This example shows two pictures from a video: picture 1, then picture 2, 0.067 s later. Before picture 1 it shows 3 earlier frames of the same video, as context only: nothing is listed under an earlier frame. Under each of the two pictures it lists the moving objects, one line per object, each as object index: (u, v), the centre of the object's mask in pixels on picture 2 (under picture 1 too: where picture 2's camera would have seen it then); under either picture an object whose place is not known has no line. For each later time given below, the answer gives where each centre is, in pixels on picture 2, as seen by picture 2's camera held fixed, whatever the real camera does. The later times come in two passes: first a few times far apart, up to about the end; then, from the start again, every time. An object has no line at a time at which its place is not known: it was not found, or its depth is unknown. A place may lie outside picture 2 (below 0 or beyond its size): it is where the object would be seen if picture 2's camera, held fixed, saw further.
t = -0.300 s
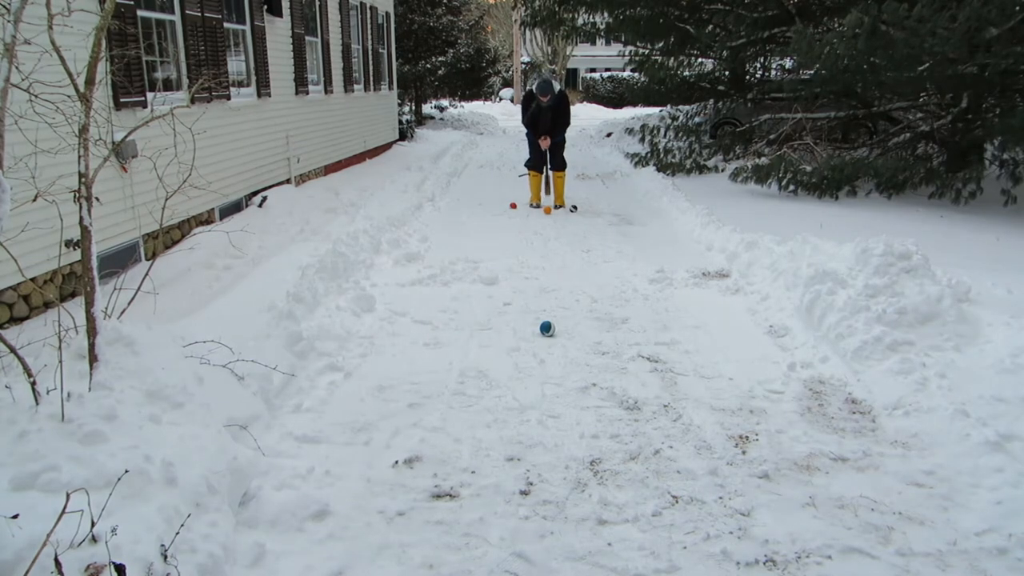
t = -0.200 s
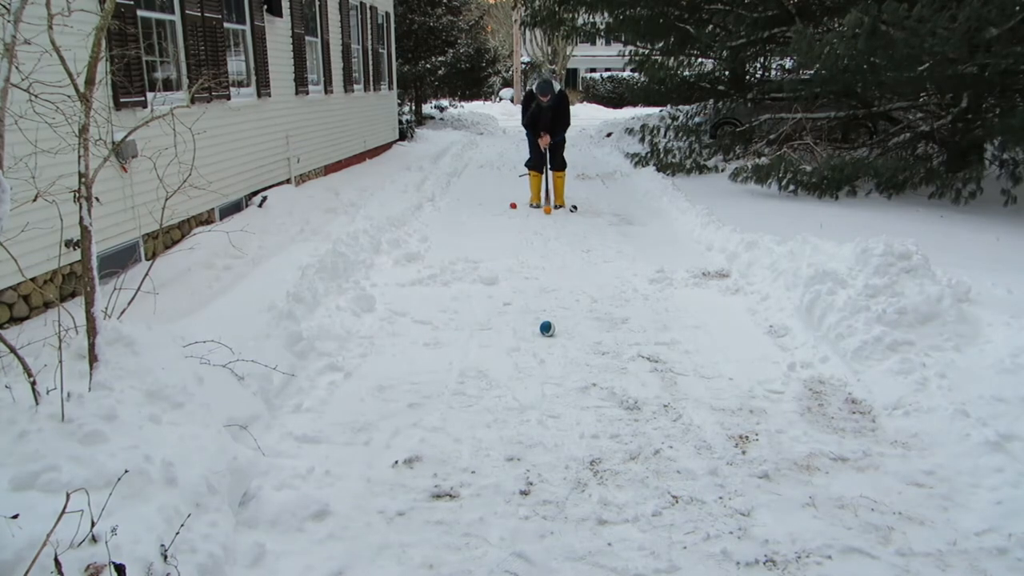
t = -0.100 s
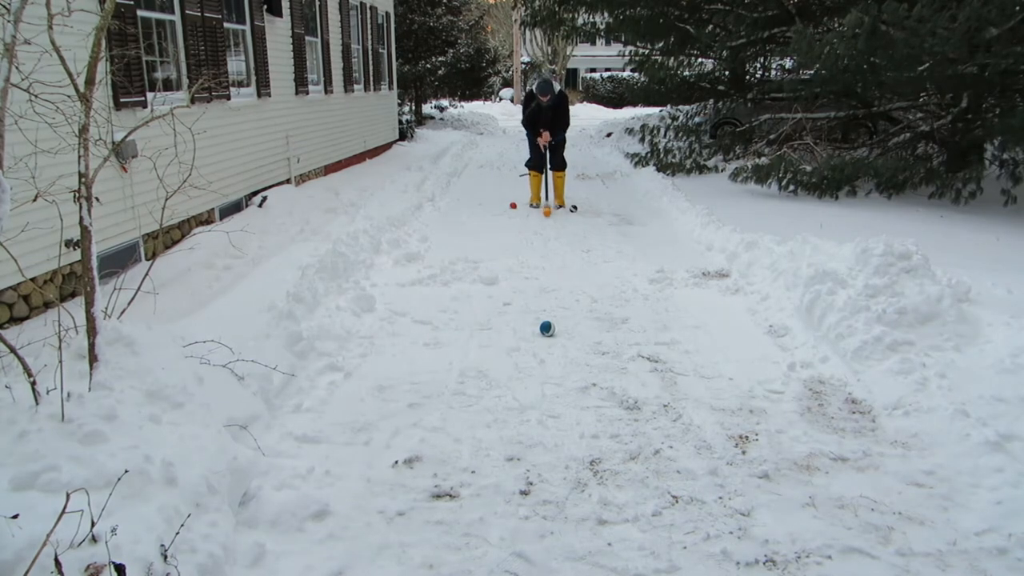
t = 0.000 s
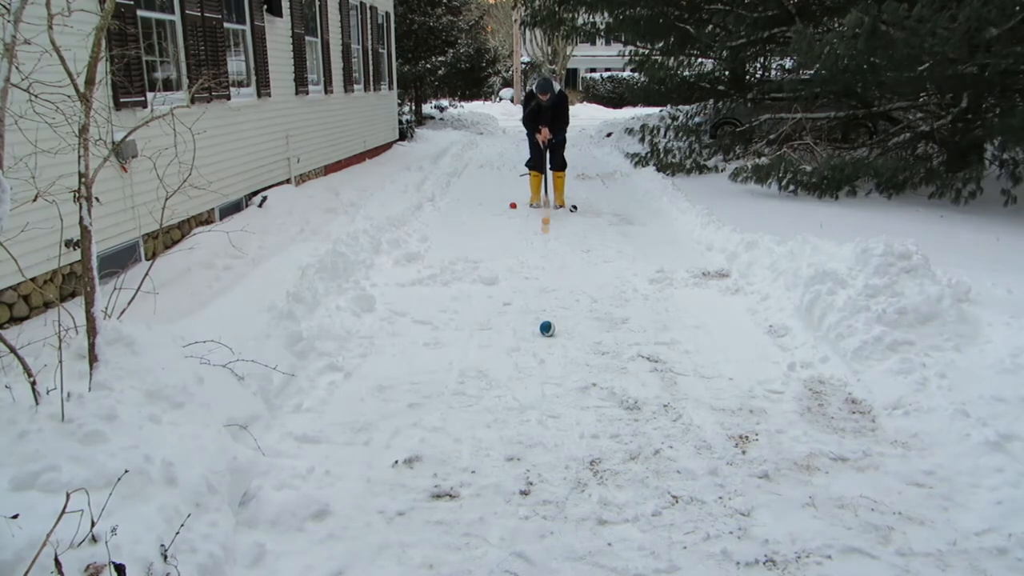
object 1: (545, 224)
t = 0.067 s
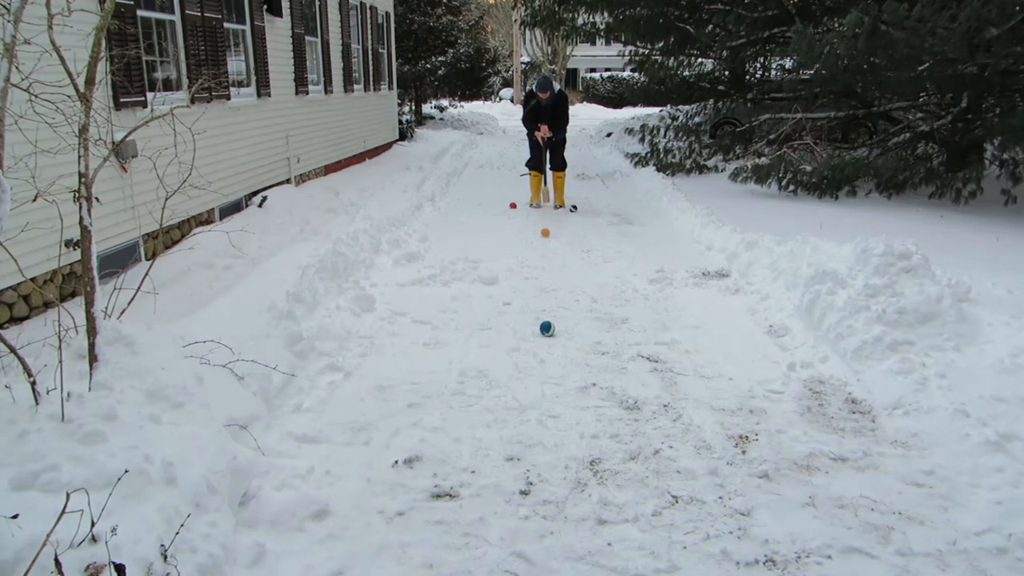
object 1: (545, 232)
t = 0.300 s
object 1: (547, 254)
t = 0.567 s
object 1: (553, 296)
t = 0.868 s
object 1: (568, 341)
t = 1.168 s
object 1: (595, 402)
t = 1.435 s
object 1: (628, 465)
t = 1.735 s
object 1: (674, 531)
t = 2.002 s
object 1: (734, 565)
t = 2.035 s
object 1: (740, 567)
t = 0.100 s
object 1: (545, 236)
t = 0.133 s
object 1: (545, 239)
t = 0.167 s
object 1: (546, 243)
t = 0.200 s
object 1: (546, 247)
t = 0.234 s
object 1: (546, 248)
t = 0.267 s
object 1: (547, 251)
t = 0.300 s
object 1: (547, 254)
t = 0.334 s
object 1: (548, 261)
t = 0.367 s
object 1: (548, 266)
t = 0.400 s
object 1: (548, 272)
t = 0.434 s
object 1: (549, 274)
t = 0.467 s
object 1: (550, 277)
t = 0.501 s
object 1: (551, 284)
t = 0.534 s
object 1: (551, 290)
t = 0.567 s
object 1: (553, 296)
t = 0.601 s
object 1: (555, 297)
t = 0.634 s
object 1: (556, 299)
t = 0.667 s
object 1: (558, 306)
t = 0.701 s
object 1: (559, 310)
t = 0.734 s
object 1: (562, 322)
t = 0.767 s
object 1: (564, 328)
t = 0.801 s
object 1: (565, 331)
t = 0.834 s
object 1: (566, 335)
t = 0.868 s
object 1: (568, 341)
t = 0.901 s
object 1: (570, 349)
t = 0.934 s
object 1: (572, 356)
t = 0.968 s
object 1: (574, 363)
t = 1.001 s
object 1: (577, 369)
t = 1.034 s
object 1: (580, 373)
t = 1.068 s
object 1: (584, 378)
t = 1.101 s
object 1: (588, 384)
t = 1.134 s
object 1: (590, 390)
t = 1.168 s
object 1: (595, 402)
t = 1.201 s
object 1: (598, 411)
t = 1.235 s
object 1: (602, 417)
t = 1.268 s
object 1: (606, 425)
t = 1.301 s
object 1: (609, 432)
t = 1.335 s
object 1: (613, 444)
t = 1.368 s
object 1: (617, 453)
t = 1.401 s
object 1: (622, 460)
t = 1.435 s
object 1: (628, 465)
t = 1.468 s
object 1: (631, 469)
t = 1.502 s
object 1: (635, 476)
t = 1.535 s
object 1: (638, 482)
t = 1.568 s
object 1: (644, 497)
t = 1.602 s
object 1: (652, 503)
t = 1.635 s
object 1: (655, 506)
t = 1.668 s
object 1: (662, 515)
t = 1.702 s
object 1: (666, 520)
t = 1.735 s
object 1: (674, 531)
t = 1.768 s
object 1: (681, 536)
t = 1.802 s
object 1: (686, 539)
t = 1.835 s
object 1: (695, 545)
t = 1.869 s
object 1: (700, 549)
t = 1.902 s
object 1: (709, 556)
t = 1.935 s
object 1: (719, 561)
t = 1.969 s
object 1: (724, 562)
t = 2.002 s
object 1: (734, 565)
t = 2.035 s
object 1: (740, 567)
